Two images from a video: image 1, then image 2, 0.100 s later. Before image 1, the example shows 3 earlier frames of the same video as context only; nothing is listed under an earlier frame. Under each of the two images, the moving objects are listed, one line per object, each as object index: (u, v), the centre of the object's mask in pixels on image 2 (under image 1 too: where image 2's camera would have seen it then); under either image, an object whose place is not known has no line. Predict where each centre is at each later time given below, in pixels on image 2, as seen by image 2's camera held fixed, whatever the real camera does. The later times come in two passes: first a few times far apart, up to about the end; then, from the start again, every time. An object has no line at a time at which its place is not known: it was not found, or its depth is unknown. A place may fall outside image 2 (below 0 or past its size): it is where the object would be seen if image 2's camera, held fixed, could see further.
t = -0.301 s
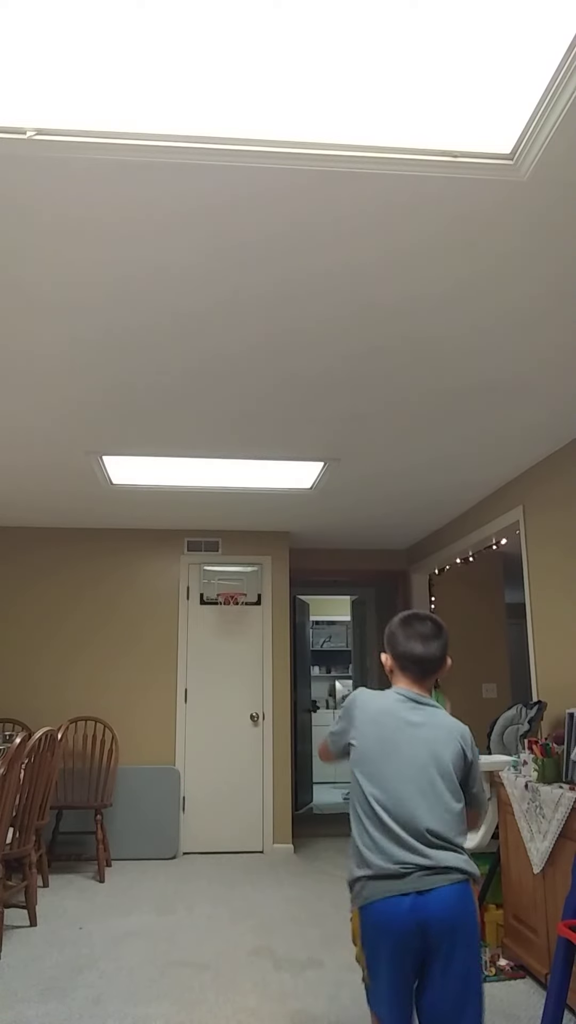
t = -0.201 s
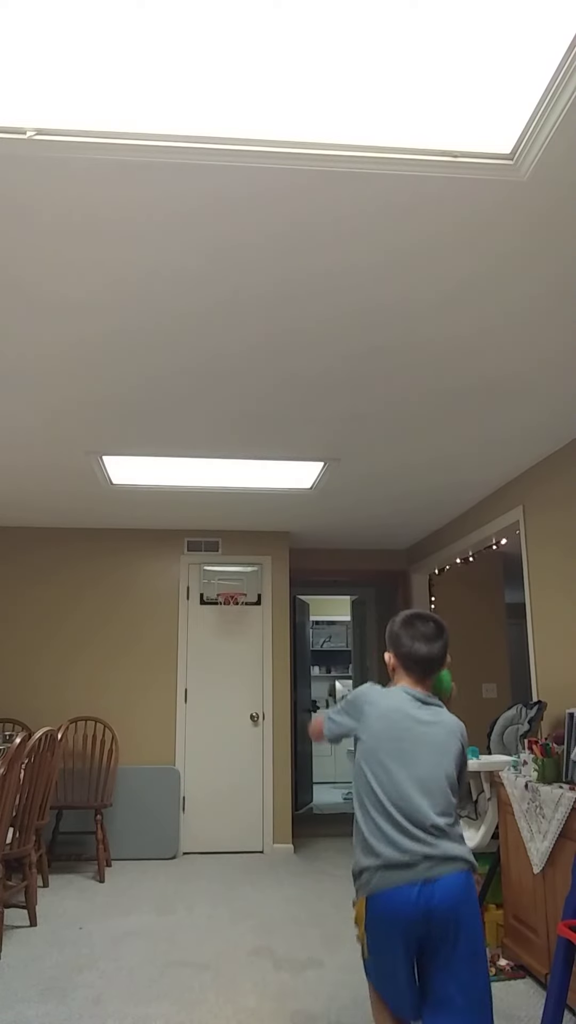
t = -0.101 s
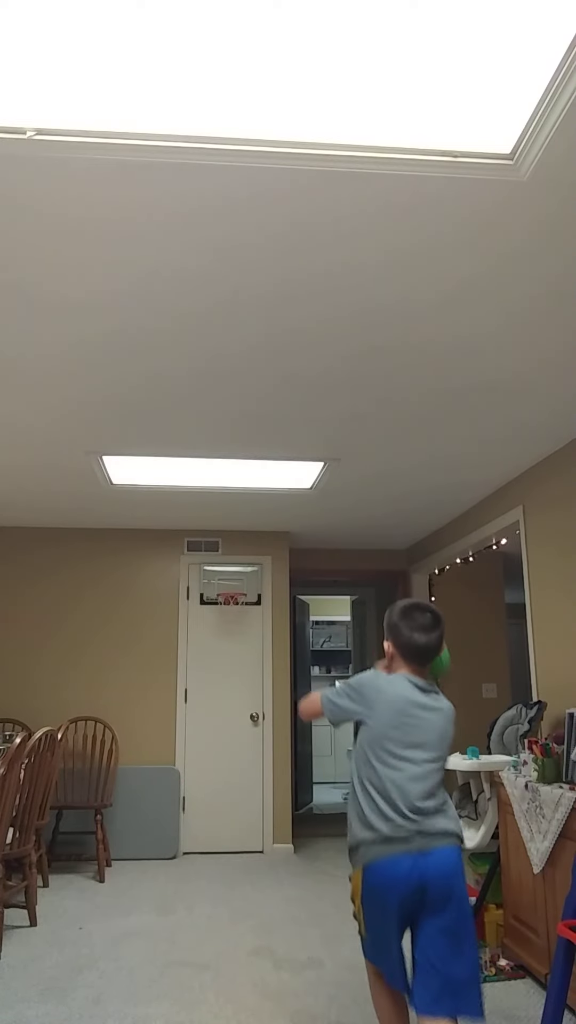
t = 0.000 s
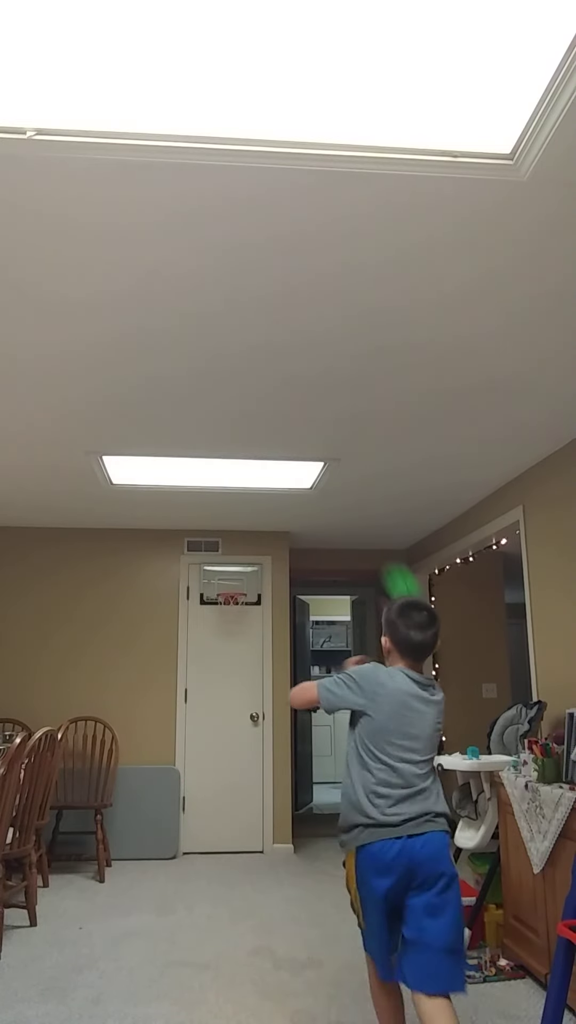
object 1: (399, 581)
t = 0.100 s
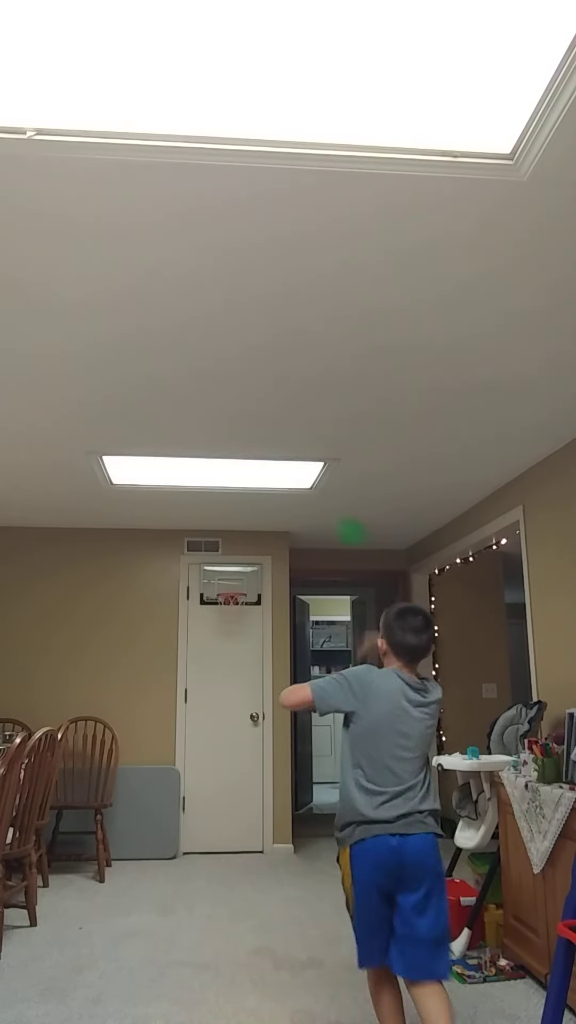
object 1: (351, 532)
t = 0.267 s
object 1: (292, 510)
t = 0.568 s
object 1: (234, 580)
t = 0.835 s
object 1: (197, 650)
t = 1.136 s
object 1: (129, 947)
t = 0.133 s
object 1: (336, 523)
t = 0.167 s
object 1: (323, 516)
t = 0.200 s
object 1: (312, 512)
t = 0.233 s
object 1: (302, 510)
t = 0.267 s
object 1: (292, 510)
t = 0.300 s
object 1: (284, 512)
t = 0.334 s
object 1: (277, 516)
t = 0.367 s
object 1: (270, 521)
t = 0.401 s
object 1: (264, 528)
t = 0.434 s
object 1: (257, 536)
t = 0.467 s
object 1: (251, 545)
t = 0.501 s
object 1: (245, 555)
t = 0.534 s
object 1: (239, 567)
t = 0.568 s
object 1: (234, 580)
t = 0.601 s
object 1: (229, 592)
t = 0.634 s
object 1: (225, 595)
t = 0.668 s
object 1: (221, 601)
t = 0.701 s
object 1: (216, 606)
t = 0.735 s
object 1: (212, 612)
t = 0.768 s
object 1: (207, 624)
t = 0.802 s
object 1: (202, 636)
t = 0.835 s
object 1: (197, 650)
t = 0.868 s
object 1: (192, 668)
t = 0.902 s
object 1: (186, 687)
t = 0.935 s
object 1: (179, 711)
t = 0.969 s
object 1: (172, 738)
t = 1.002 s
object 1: (165, 770)
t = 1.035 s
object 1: (158, 805)
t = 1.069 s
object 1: (150, 846)
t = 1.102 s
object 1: (140, 898)
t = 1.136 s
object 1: (129, 947)
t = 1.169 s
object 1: (124, 929)
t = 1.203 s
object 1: (118, 905)
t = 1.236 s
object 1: (113, 884)
